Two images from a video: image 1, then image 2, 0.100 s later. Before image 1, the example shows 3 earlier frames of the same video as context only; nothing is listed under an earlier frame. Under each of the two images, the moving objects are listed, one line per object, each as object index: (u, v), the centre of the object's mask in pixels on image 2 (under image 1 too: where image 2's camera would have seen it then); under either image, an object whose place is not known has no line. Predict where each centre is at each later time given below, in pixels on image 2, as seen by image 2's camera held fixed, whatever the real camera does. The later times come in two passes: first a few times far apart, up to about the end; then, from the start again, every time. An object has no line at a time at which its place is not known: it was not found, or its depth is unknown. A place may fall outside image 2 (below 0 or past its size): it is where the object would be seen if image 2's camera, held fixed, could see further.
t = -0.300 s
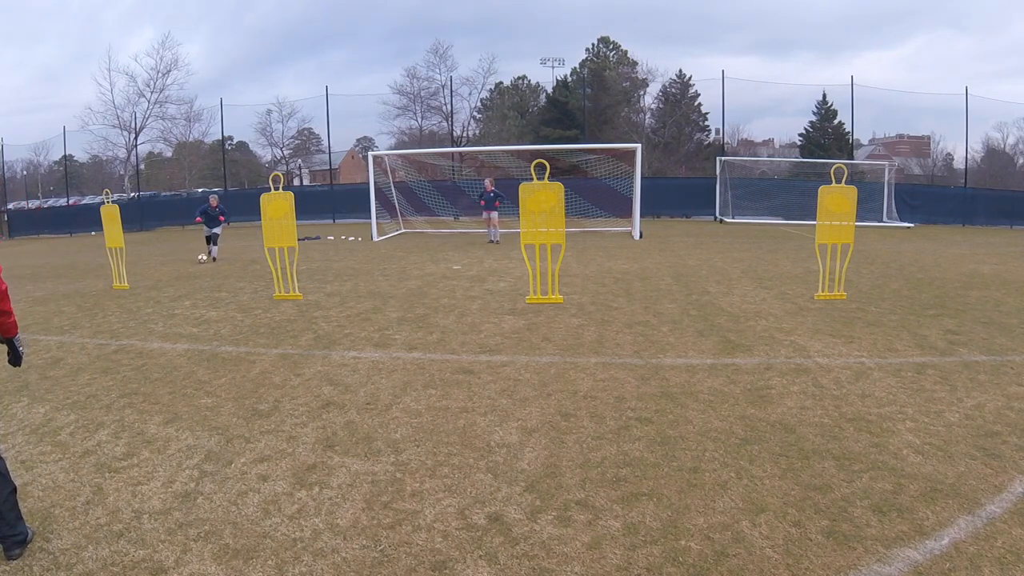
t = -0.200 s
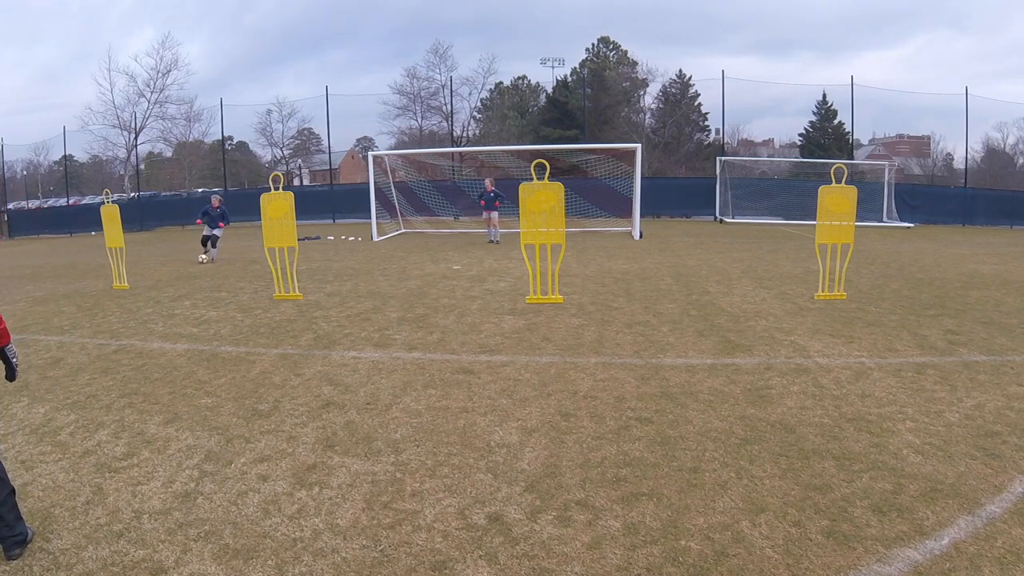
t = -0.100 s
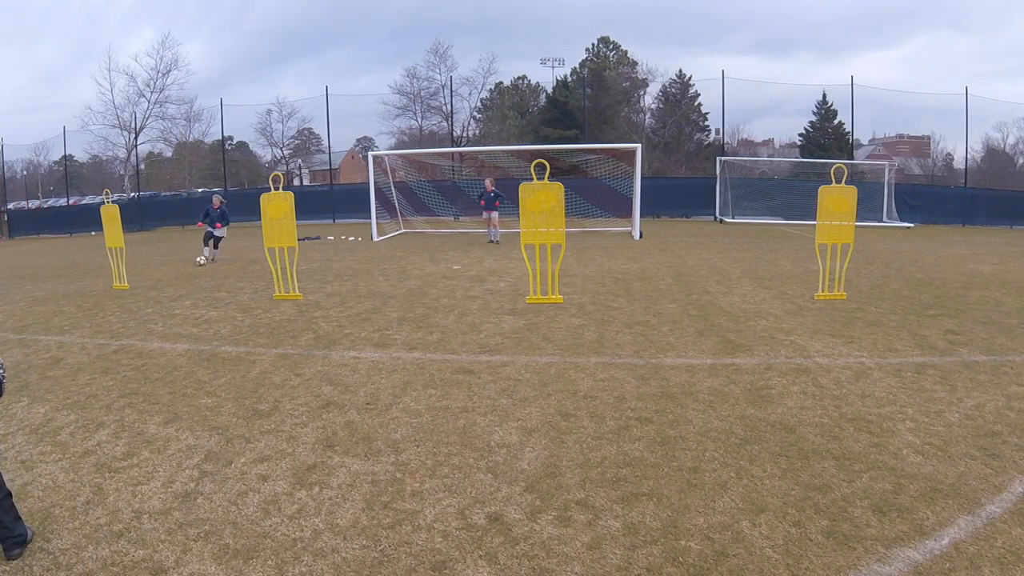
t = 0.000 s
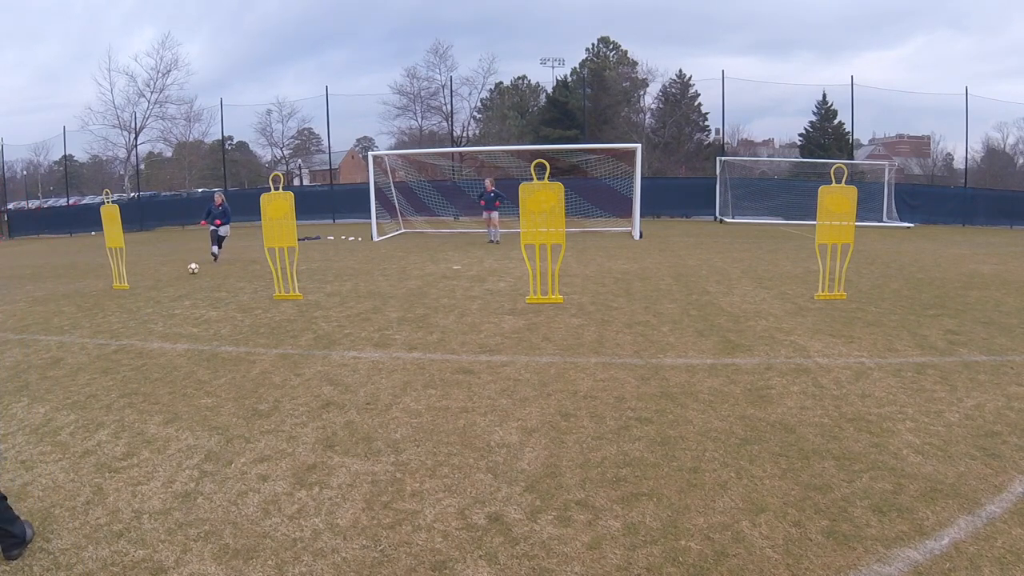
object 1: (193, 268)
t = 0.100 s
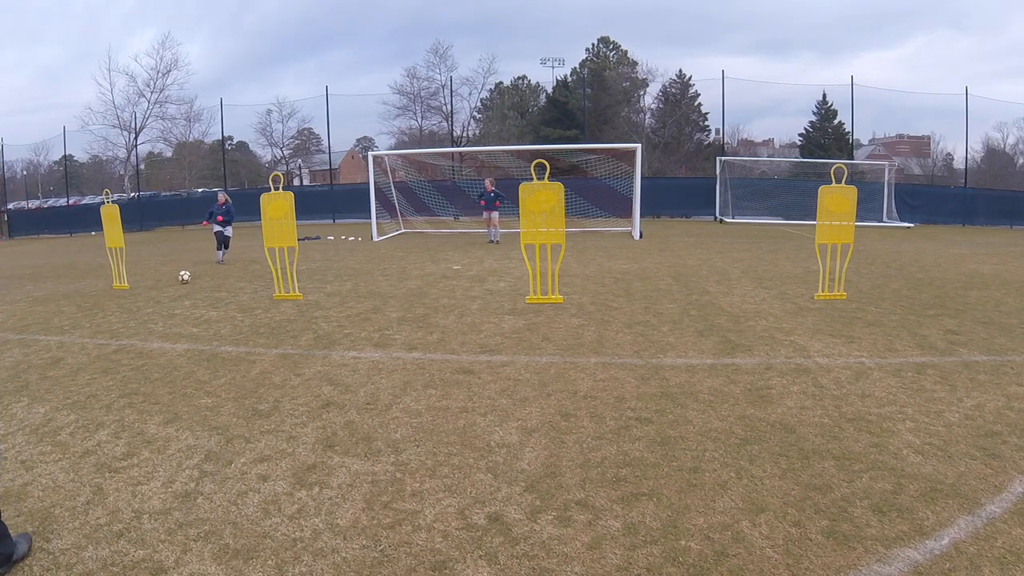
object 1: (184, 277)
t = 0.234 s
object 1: (170, 290)
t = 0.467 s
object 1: (134, 327)
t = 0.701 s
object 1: (77, 385)
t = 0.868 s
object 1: (14, 463)
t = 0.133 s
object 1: (181, 281)
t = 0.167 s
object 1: (177, 284)
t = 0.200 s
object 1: (173, 287)
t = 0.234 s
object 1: (170, 290)
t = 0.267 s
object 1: (165, 295)
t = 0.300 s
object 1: (161, 300)
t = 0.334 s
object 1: (156, 304)
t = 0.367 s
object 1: (151, 309)
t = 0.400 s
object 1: (145, 314)
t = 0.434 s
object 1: (140, 321)
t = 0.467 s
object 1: (134, 327)
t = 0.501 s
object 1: (127, 332)
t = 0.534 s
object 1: (121, 339)
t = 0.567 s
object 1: (113, 348)
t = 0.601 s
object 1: (105, 359)
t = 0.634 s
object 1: (97, 366)
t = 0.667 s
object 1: (87, 373)
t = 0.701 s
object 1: (77, 385)
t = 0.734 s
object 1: (66, 400)
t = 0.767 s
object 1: (55, 415)
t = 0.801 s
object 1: (42, 427)
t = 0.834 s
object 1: (27, 443)
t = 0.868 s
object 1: (14, 463)
